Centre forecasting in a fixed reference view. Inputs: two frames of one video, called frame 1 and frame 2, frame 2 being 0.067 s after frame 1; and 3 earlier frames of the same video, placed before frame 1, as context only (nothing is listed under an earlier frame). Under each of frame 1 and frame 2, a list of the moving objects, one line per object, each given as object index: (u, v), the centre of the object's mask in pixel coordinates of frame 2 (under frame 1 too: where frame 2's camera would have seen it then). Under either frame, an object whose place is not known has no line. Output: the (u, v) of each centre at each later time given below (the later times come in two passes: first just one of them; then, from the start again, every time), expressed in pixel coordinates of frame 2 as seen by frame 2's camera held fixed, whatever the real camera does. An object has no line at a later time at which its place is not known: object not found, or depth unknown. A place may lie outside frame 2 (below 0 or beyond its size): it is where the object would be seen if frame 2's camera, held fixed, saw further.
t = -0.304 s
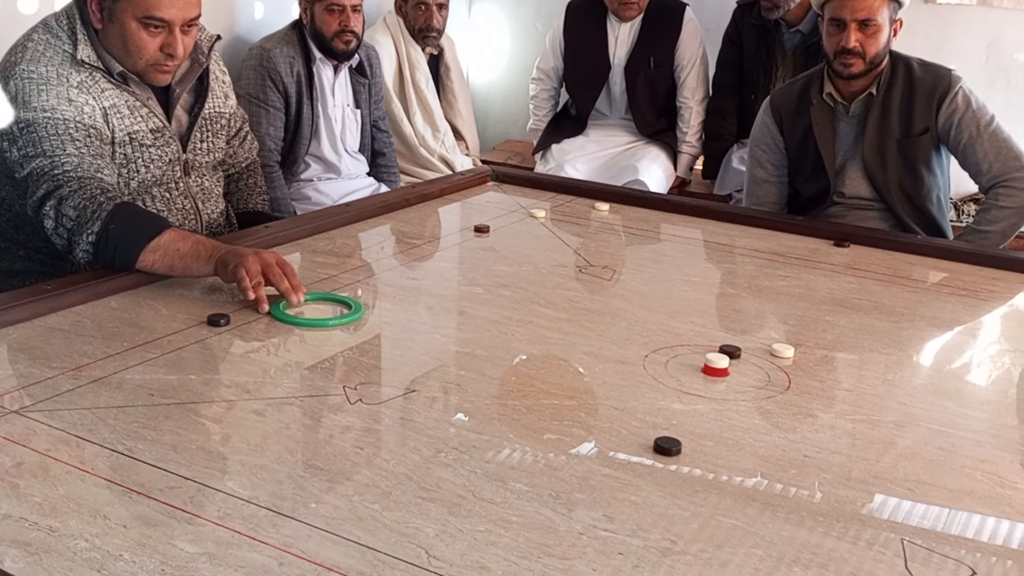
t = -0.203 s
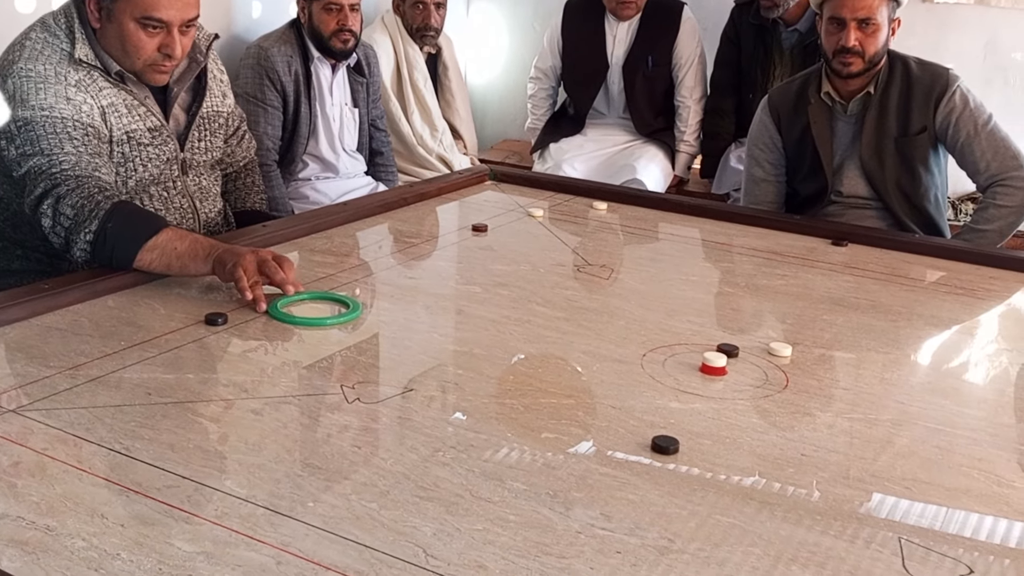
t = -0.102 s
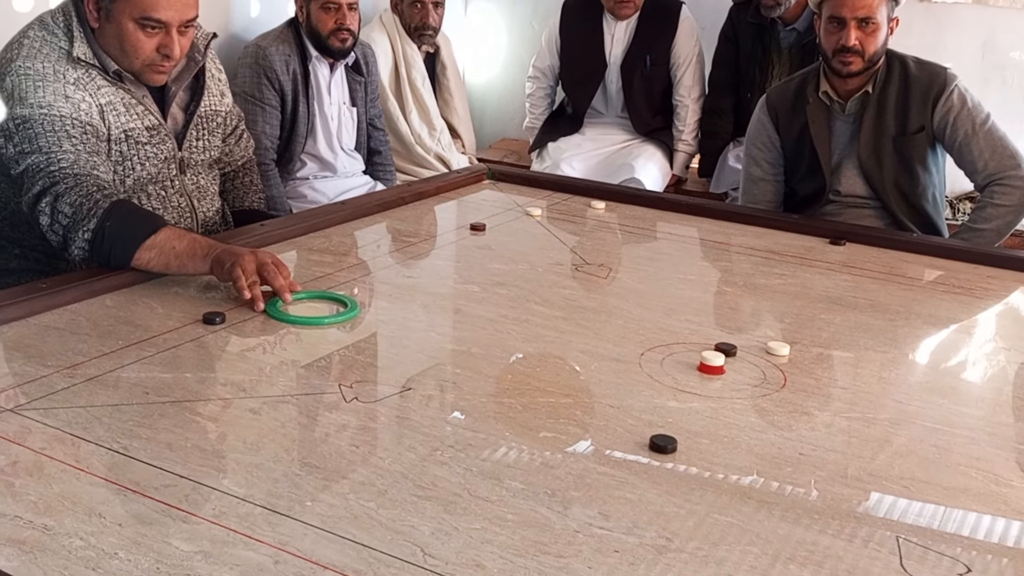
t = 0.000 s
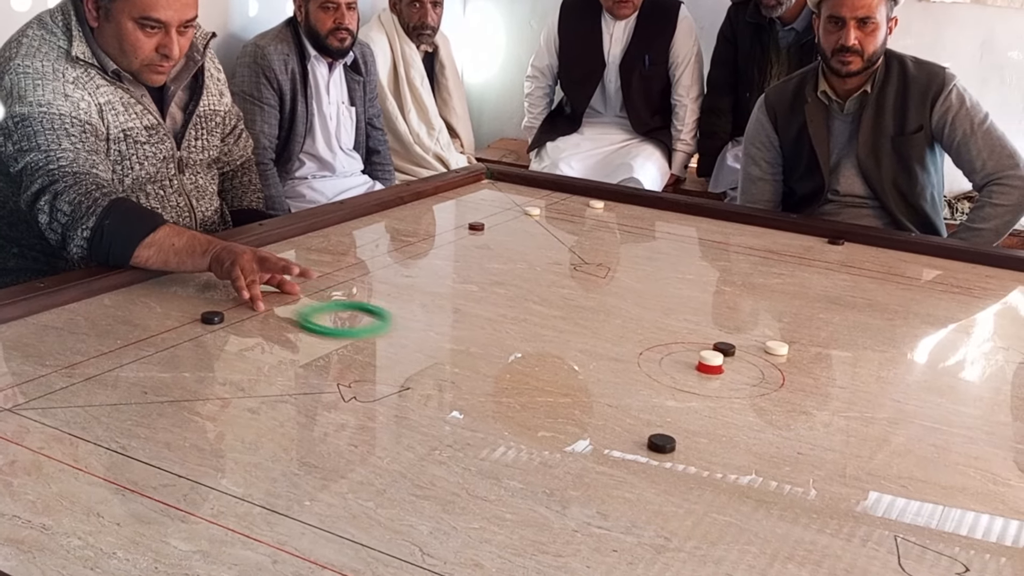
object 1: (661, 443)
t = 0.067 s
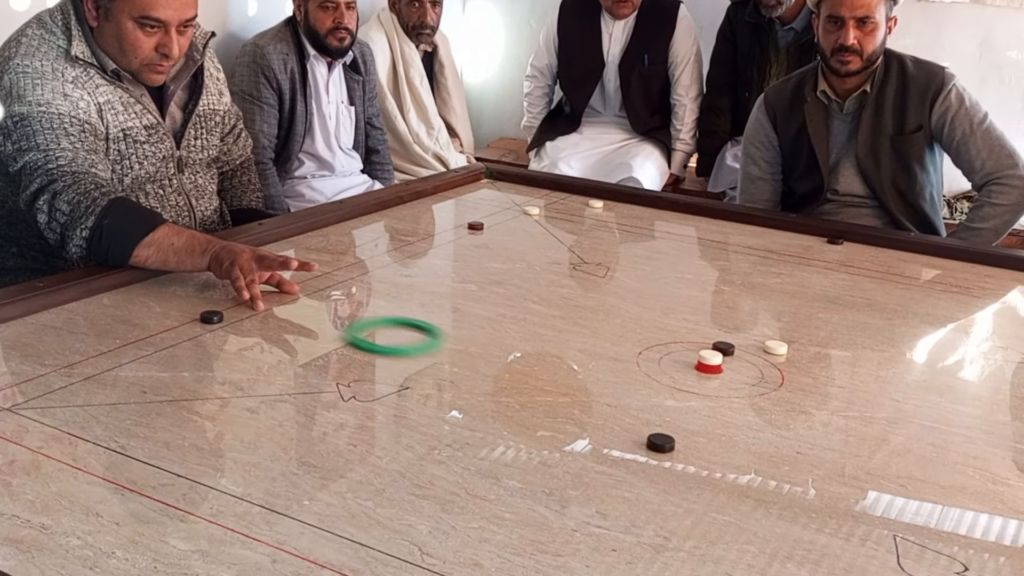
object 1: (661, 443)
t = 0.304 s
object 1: (661, 443)
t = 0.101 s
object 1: (661, 443)
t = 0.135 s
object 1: (661, 443)
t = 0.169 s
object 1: (661, 443)
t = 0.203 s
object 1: (661, 443)
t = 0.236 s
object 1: (661, 443)
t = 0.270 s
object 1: (661, 443)
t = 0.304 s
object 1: (661, 443)
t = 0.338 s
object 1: (669, 446)
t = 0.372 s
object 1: (692, 462)
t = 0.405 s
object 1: (720, 482)
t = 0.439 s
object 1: (747, 499)
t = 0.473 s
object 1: (775, 517)
